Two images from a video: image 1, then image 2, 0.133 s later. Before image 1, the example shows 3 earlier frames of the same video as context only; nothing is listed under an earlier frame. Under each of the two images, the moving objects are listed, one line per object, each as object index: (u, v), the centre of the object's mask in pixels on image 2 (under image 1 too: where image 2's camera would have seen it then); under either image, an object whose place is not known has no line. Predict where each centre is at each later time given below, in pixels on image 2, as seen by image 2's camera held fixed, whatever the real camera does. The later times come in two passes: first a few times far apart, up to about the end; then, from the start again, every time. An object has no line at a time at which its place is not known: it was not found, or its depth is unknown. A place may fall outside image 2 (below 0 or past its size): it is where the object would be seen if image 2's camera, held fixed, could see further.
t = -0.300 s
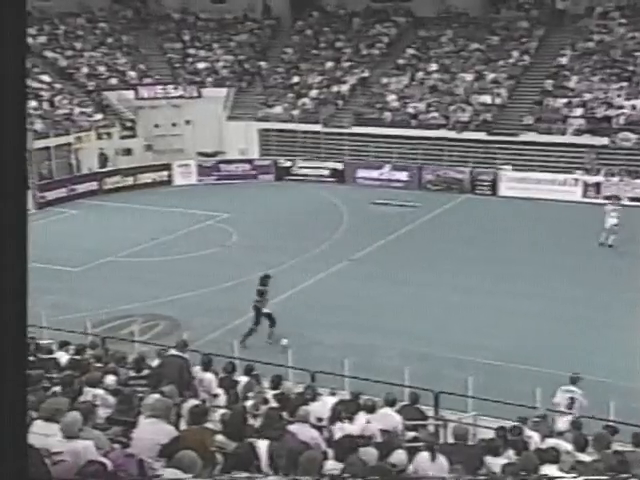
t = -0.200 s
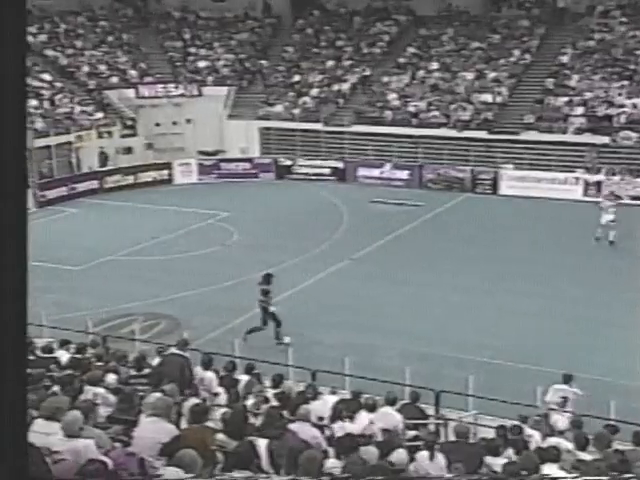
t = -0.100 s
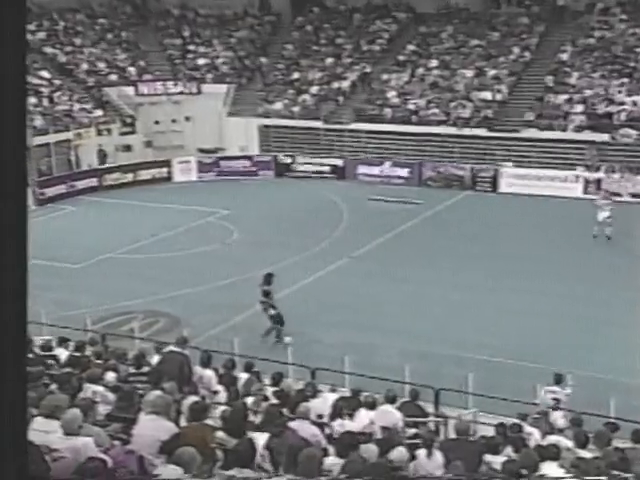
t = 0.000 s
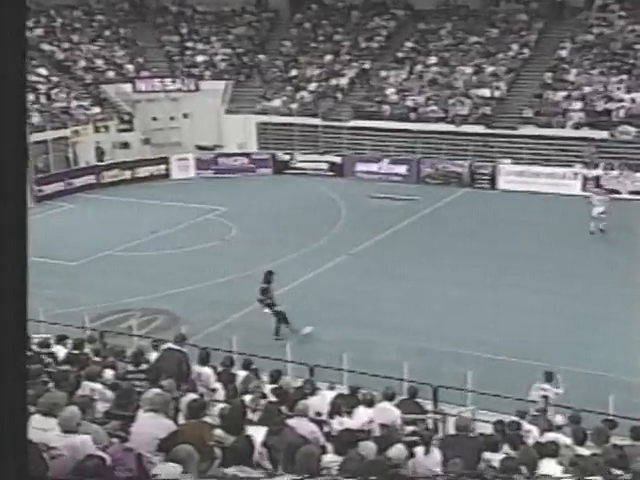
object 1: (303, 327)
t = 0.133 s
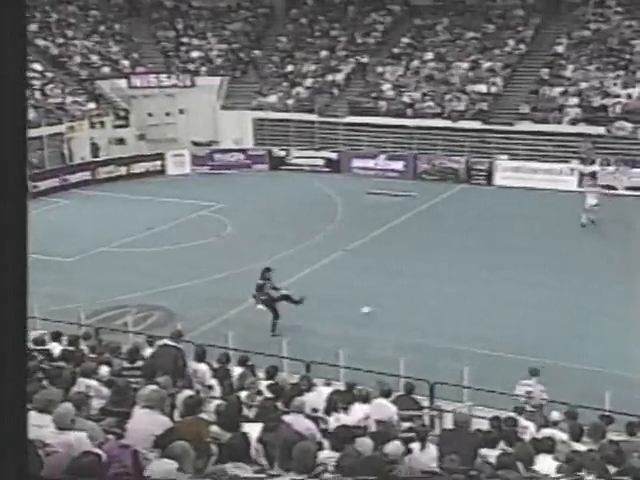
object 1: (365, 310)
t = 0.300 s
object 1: (434, 302)
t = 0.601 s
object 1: (529, 279)
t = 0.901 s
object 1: (599, 261)
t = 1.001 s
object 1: (618, 254)
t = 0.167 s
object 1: (380, 308)
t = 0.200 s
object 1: (394, 306)
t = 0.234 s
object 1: (408, 307)
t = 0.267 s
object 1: (421, 304)
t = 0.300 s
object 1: (434, 302)
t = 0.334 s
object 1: (446, 298)
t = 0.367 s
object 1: (457, 294)
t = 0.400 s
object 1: (467, 291)
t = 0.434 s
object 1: (478, 288)
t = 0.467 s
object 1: (489, 285)
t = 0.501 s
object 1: (499, 283)
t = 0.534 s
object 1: (509, 281)
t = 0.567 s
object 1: (519, 281)
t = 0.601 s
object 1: (529, 279)
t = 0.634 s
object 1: (537, 277)
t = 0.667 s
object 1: (546, 273)
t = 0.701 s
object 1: (554, 270)
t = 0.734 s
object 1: (561, 268)
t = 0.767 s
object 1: (569, 265)
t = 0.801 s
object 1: (577, 264)
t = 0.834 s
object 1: (586, 263)
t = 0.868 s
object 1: (592, 262)
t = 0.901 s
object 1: (599, 261)
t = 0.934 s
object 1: (605, 259)
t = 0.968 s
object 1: (612, 257)
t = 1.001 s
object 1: (618, 254)
